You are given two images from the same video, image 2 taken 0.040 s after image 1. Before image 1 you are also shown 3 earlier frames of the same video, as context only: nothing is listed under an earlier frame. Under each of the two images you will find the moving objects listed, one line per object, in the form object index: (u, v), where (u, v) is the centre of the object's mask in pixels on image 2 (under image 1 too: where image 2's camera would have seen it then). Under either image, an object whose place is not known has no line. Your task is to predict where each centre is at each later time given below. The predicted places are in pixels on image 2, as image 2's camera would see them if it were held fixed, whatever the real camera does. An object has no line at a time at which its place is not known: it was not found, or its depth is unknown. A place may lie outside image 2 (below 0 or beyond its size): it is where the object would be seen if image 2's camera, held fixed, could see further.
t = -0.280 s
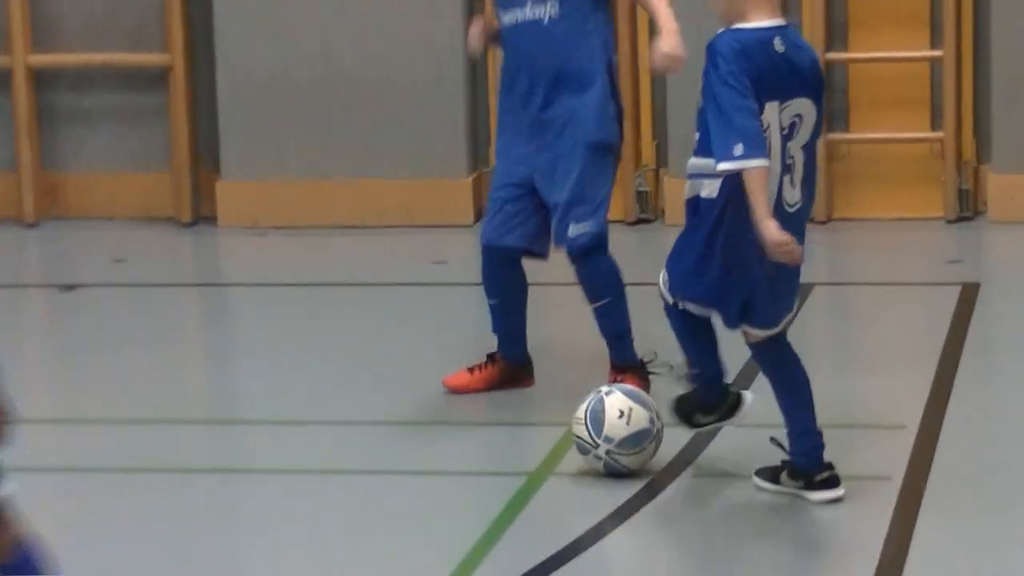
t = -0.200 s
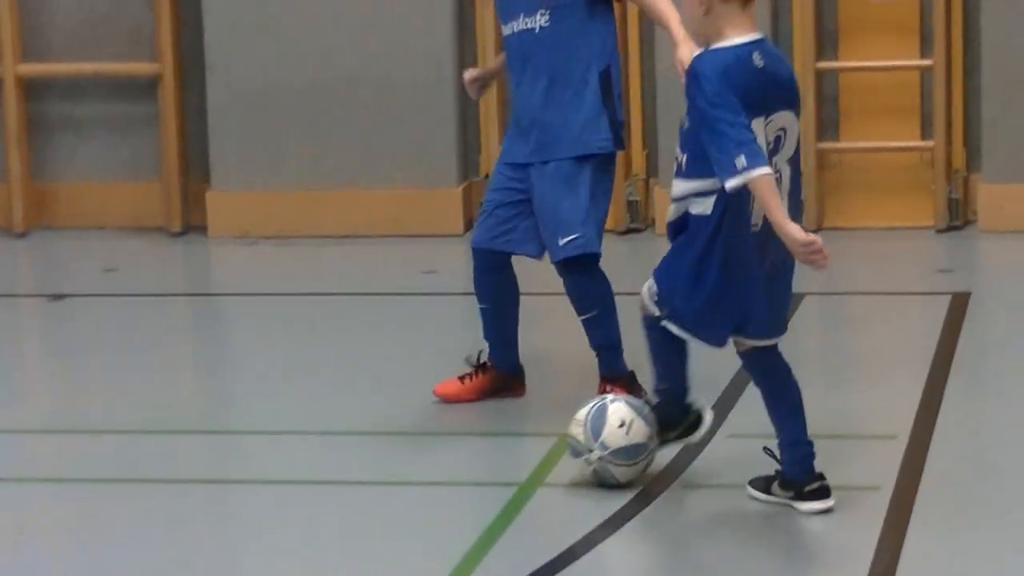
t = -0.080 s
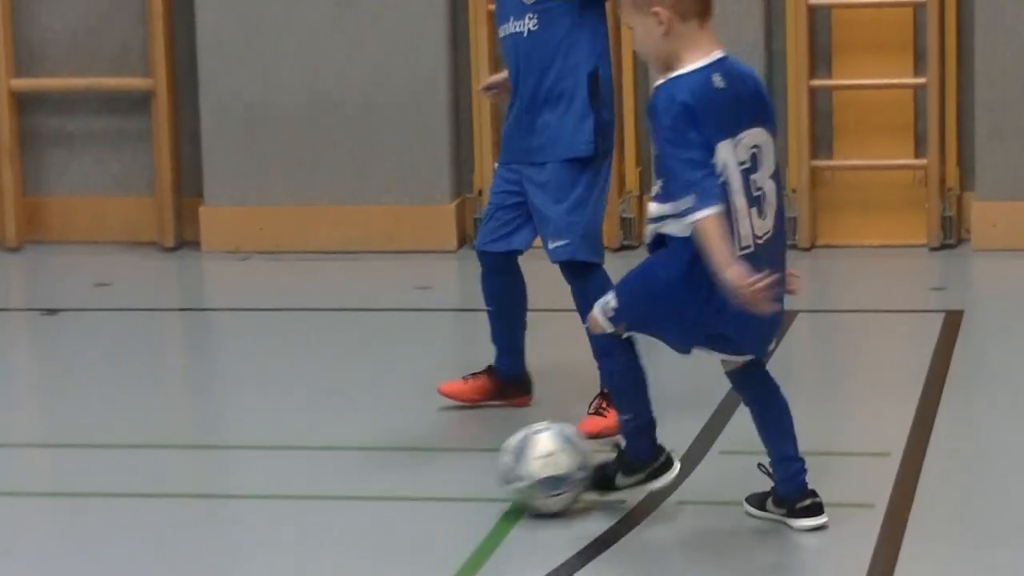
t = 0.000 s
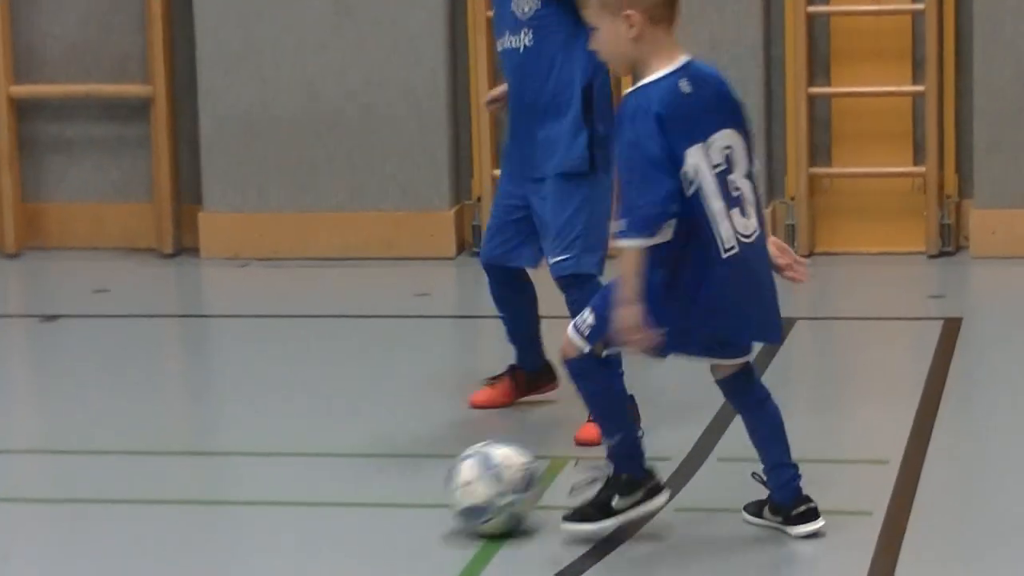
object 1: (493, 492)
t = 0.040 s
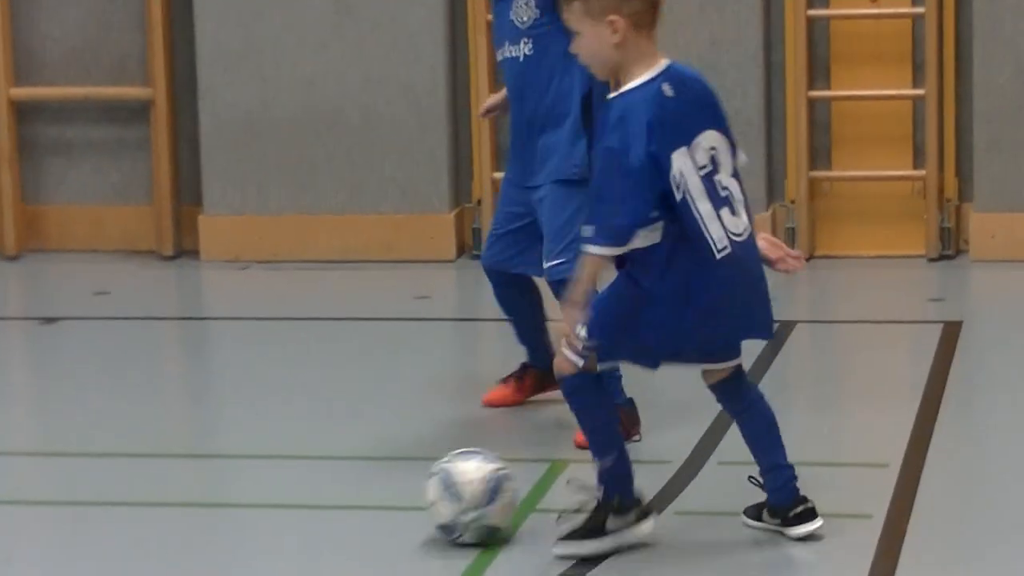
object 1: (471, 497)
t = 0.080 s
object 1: (451, 500)
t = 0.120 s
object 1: (429, 504)
